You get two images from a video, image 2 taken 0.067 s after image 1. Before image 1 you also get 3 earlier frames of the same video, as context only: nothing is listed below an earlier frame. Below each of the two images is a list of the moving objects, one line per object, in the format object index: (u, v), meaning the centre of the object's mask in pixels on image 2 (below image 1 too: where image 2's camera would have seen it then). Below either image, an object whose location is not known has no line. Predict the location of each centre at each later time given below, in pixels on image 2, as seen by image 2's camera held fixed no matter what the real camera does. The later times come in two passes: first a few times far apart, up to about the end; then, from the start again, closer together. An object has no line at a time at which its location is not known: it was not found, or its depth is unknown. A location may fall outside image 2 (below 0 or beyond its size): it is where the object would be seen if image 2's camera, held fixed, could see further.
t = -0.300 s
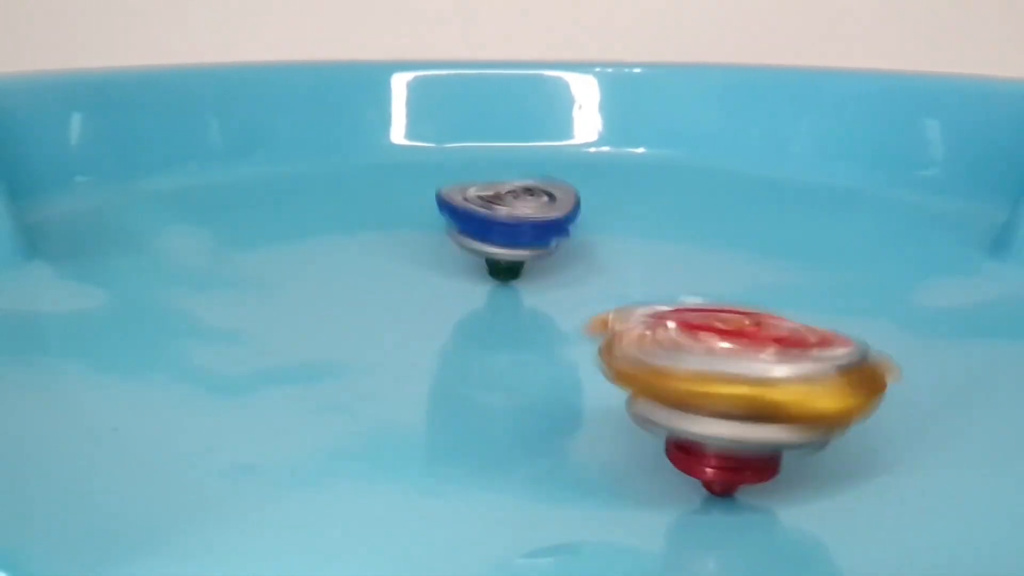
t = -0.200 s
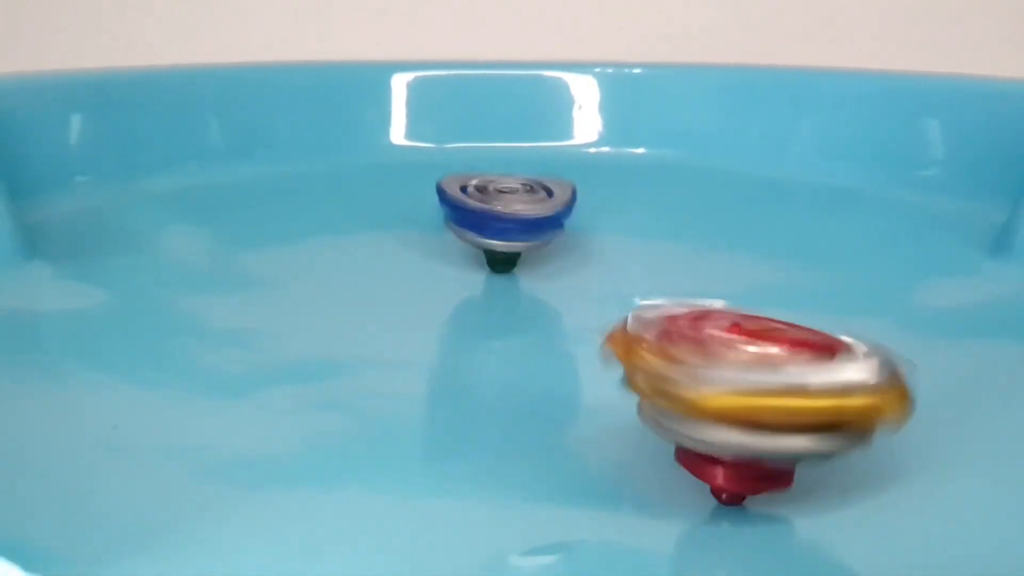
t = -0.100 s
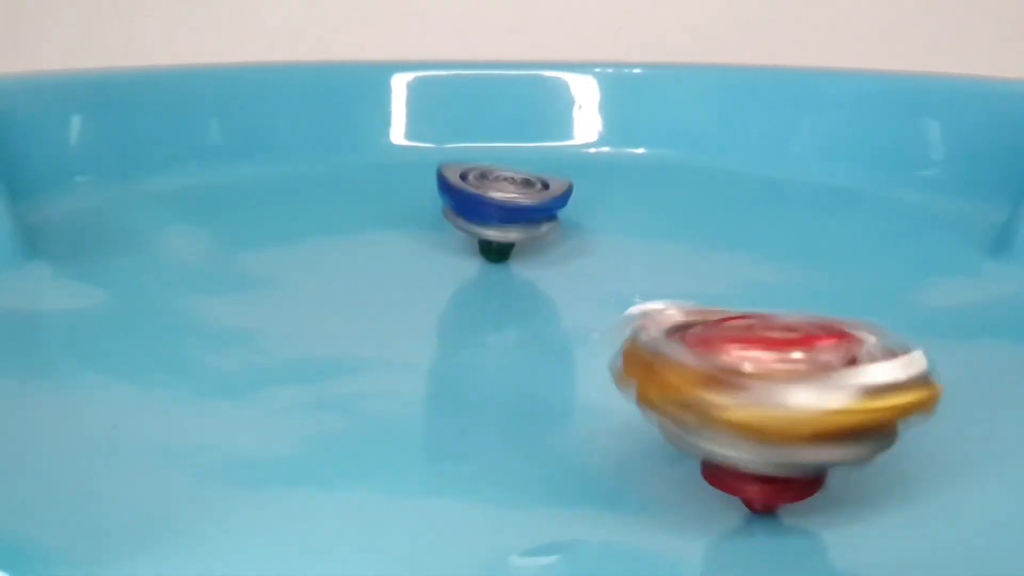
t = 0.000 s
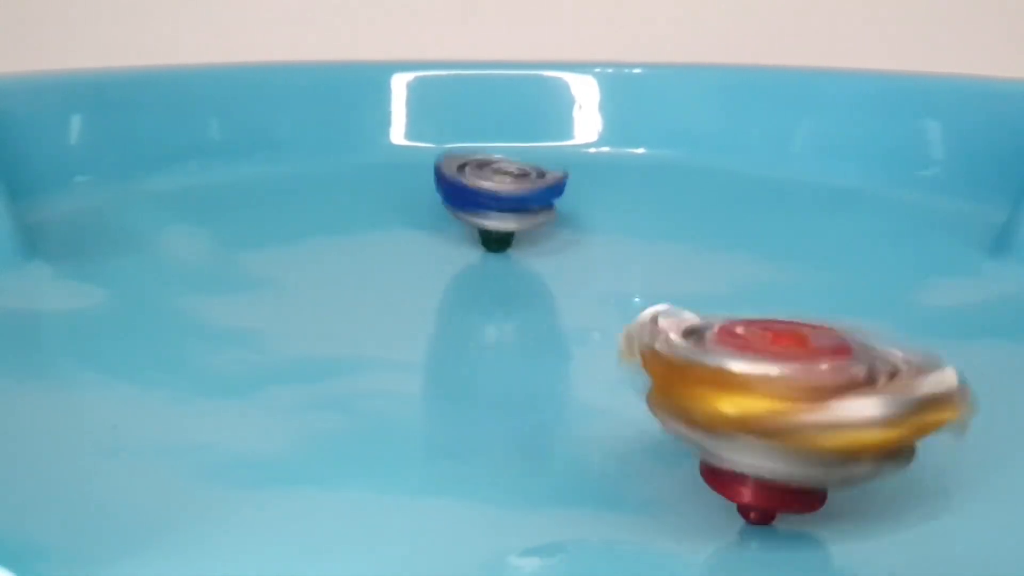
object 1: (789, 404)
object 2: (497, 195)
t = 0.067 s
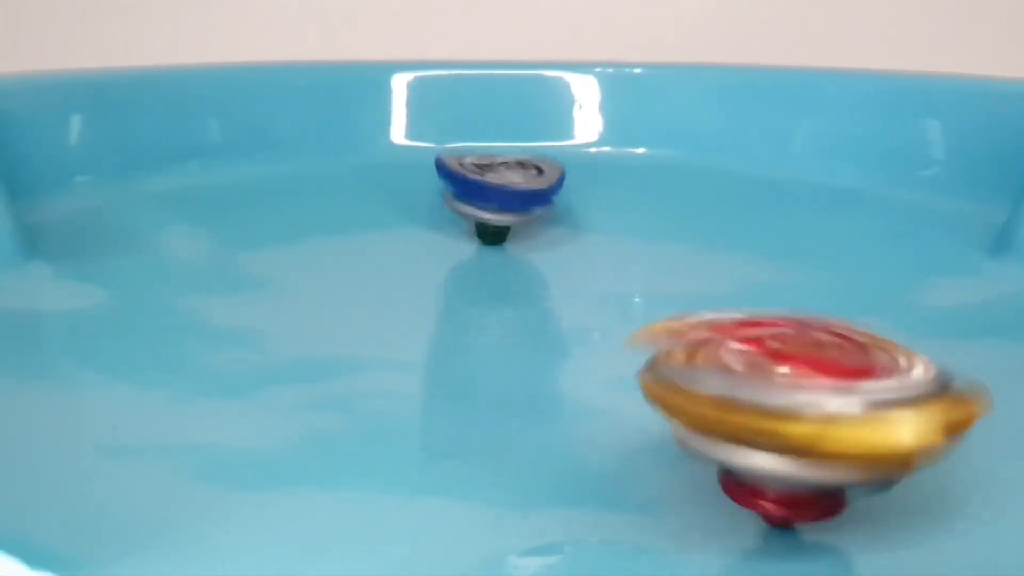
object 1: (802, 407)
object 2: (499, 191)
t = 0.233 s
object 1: (825, 416)
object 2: (497, 178)
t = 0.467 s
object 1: (847, 424)
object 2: (488, 161)
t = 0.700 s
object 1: (859, 424)
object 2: (487, 150)
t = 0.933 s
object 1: (866, 415)
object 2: (477, 140)
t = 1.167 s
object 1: (865, 411)
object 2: (475, 138)
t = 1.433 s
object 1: (856, 397)
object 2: (471, 134)
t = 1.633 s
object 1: (845, 386)
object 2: (465, 131)
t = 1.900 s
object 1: (826, 375)
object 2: (460, 132)
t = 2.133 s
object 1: (806, 364)
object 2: (459, 133)
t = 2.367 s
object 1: (783, 353)
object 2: (453, 135)
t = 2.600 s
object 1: (756, 340)
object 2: (452, 139)
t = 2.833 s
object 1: (735, 332)
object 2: (450, 143)
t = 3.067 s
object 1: (709, 321)
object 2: (454, 149)
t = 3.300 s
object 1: (683, 310)
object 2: (451, 156)
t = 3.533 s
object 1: (656, 301)
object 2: (457, 166)
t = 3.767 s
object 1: (629, 292)
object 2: (460, 174)
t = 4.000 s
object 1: (602, 283)
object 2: (466, 184)
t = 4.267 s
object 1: (573, 275)
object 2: (476, 196)
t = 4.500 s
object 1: (546, 268)
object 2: (480, 196)
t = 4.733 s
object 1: (505, 295)
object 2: (511, 187)
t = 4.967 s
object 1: (442, 307)
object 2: (538, 163)
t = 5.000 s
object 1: (436, 310)
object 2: (546, 159)
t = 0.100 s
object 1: (807, 409)
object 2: (494, 187)
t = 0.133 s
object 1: (809, 410)
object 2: (498, 184)
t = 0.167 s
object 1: (817, 413)
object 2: (496, 182)
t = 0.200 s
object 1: (817, 414)
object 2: (494, 179)
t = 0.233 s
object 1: (825, 416)
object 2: (497, 178)
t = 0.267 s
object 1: (828, 416)
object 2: (492, 175)
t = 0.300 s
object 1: (834, 418)
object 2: (493, 172)
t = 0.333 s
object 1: (839, 419)
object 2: (495, 171)
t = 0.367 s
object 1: (838, 420)
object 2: (490, 167)
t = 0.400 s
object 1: (845, 421)
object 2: (492, 166)
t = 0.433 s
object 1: (844, 423)
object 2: (491, 164)
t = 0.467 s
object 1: (847, 424)
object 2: (488, 161)
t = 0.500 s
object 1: (847, 422)
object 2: (493, 160)
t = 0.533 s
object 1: (851, 422)
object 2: (489, 159)
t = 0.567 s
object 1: (855, 422)
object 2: (487, 156)
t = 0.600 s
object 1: (852, 423)
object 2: (490, 156)
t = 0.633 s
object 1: (857, 423)
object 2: (485, 153)
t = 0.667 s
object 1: (856, 424)
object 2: (487, 151)
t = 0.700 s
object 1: (859, 424)
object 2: (487, 150)
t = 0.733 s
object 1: (857, 421)
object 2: (483, 148)
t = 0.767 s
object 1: (861, 421)
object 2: (486, 148)
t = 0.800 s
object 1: (864, 420)
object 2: (484, 147)
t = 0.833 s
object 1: (862, 421)
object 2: (481, 145)
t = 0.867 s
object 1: (864, 419)
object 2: (485, 145)
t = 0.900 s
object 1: (864, 420)
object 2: (481, 143)
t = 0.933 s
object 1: (866, 415)
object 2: (477, 140)
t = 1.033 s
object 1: (866, 413)
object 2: (480, 139)
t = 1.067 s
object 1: (867, 414)
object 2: (479, 139)
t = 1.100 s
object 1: (865, 412)
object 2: (475, 138)
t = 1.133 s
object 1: (865, 411)
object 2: (478, 137)
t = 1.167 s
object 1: (865, 411)
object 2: (475, 138)
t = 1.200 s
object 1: (859, 408)
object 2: (474, 136)
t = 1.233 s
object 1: (863, 405)
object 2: (477, 136)
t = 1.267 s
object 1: (863, 404)
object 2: (473, 135)
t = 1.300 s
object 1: (865, 403)
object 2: (472, 134)
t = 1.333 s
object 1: (860, 402)
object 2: (474, 136)
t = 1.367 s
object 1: (861, 401)
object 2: (470, 133)
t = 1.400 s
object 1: (859, 401)
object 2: (472, 133)
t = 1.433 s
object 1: (856, 397)
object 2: (471, 134)
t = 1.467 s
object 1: (856, 394)
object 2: (467, 132)
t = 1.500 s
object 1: (856, 391)
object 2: (467, 133)
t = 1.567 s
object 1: (851, 389)
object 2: (470, 133)
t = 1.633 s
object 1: (845, 386)
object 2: (465, 131)
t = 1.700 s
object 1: (842, 381)
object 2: (461, 131)
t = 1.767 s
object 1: (838, 380)
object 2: (465, 131)
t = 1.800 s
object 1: (836, 377)
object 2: (463, 131)
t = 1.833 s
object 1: (833, 377)
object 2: (460, 130)
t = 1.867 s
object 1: (829, 376)
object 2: (463, 132)
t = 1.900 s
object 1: (826, 375)
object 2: (460, 132)
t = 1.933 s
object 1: (821, 371)
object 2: (460, 131)
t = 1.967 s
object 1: (823, 369)
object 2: (462, 132)
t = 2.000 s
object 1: (818, 368)
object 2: (457, 131)
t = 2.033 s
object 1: (816, 366)
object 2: (459, 132)
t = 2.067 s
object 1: (812, 365)
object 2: (459, 133)
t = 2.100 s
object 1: (809, 364)
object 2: (455, 131)
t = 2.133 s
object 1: (806, 364)
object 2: (459, 133)
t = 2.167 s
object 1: (800, 360)
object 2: (457, 133)
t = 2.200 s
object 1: (801, 358)
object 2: (454, 132)
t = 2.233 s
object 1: (796, 356)
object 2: (458, 134)
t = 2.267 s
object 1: (795, 355)
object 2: (454, 134)
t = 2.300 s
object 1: (789, 353)
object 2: (455, 133)
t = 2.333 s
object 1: (788, 352)
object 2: (458, 135)
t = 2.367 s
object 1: (783, 353)
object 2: (453, 135)
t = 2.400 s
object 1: (780, 349)
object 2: (455, 134)
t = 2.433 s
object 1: (777, 347)
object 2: (455, 137)
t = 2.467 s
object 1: (775, 345)
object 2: (452, 135)
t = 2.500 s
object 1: (773, 344)
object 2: (456, 136)
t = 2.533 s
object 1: (766, 343)
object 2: (454, 138)
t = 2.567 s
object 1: (766, 342)
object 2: (451, 137)
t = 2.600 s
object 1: (756, 340)
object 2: (452, 139)
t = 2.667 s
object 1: (752, 337)
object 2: (453, 139)
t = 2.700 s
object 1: (751, 336)
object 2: (455, 141)
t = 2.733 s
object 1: (747, 335)
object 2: (450, 141)
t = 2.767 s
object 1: (743, 333)
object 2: (453, 142)
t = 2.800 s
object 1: (740, 332)
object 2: (453, 144)
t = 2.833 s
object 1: (735, 332)
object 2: (450, 143)
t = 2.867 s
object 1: (731, 331)
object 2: (455, 144)
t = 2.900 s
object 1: (725, 327)
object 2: (452, 145)
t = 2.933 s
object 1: (725, 325)
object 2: (450, 145)
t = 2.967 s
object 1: (721, 324)
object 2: (454, 147)
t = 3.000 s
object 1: (718, 323)
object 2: (451, 148)
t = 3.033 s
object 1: (713, 321)
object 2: (452, 148)
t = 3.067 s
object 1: (709, 321)
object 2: (454, 149)
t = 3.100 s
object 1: (706, 321)
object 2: (450, 150)
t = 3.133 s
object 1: (700, 317)
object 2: (453, 151)
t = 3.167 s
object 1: (699, 315)
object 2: (453, 153)
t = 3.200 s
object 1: (694, 314)
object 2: (450, 153)
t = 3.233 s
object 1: (692, 313)
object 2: (456, 154)
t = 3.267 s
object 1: (685, 311)
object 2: (453, 156)
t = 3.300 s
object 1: (683, 310)
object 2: (451, 156)
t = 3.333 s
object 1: (678, 310)
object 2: (456, 158)
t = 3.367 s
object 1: (674, 307)
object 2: (453, 160)
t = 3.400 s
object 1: (670, 306)
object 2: (454, 159)
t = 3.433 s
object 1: (668, 305)
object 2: (457, 161)
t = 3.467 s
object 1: (664, 304)
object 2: (453, 163)
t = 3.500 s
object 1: (659, 302)
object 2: (456, 164)
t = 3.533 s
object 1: (656, 301)
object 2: (457, 166)
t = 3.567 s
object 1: (651, 302)
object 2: (454, 166)
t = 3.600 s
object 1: (647, 300)
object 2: (460, 167)
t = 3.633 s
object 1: (642, 298)
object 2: (458, 169)
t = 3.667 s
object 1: (641, 296)
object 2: (455, 170)
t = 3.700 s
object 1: (637, 295)
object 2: (462, 172)
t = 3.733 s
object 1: (634, 293)
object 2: (458, 174)
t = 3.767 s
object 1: (629, 292)
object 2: (460, 174)
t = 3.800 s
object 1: (624, 292)
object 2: (464, 176)
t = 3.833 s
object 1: (622, 292)
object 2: (460, 178)
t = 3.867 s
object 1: (615, 289)
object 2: (463, 179)
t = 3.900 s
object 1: (614, 288)
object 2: (464, 181)
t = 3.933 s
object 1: (610, 286)
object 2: (462, 181)
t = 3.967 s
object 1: (607, 285)
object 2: (467, 182)
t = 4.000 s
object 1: (602, 283)
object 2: (466, 184)
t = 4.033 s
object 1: (599, 283)
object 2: (464, 186)
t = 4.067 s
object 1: (594, 284)
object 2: (471, 188)
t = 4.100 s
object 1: (589, 281)
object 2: (467, 189)
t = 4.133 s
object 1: (586, 280)
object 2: (469, 190)
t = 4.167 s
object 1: (583, 278)
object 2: (475, 191)
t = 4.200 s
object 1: (580, 277)
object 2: (470, 193)
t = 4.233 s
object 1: (575, 275)
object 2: (472, 193)
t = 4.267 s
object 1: (573, 275)
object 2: (476, 196)
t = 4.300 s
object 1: (567, 276)
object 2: (473, 197)
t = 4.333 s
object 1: (563, 275)
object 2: (478, 195)
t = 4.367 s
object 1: (559, 273)
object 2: (477, 197)
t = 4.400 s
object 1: (557, 271)
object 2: (474, 196)
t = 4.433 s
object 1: (554, 271)
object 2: (481, 197)
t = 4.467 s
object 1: (549, 269)
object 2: (480, 197)
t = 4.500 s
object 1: (546, 268)
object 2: (480, 196)
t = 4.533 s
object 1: (541, 269)
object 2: (488, 197)
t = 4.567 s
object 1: (538, 272)
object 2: (485, 199)
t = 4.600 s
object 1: (531, 276)
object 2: (491, 198)
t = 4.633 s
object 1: (525, 281)
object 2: (500, 194)
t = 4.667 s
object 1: (517, 285)
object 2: (507, 190)
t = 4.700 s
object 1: (509, 292)
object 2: (505, 187)
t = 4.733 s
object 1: (505, 295)
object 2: (511, 187)
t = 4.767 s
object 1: (499, 295)
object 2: (519, 187)
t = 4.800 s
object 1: (489, 295)
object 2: (520, 186)
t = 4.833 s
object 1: (481, 297)
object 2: (522, 179)
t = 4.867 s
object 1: (472, 302)
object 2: (529, 177)
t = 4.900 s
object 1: (461, 306)
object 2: (533, 175)
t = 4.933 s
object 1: (451, 306)
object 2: (533, 170)
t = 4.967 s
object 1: (442, 307)
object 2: (538, 163)
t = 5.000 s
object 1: (436, 310)
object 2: (546, 159)
